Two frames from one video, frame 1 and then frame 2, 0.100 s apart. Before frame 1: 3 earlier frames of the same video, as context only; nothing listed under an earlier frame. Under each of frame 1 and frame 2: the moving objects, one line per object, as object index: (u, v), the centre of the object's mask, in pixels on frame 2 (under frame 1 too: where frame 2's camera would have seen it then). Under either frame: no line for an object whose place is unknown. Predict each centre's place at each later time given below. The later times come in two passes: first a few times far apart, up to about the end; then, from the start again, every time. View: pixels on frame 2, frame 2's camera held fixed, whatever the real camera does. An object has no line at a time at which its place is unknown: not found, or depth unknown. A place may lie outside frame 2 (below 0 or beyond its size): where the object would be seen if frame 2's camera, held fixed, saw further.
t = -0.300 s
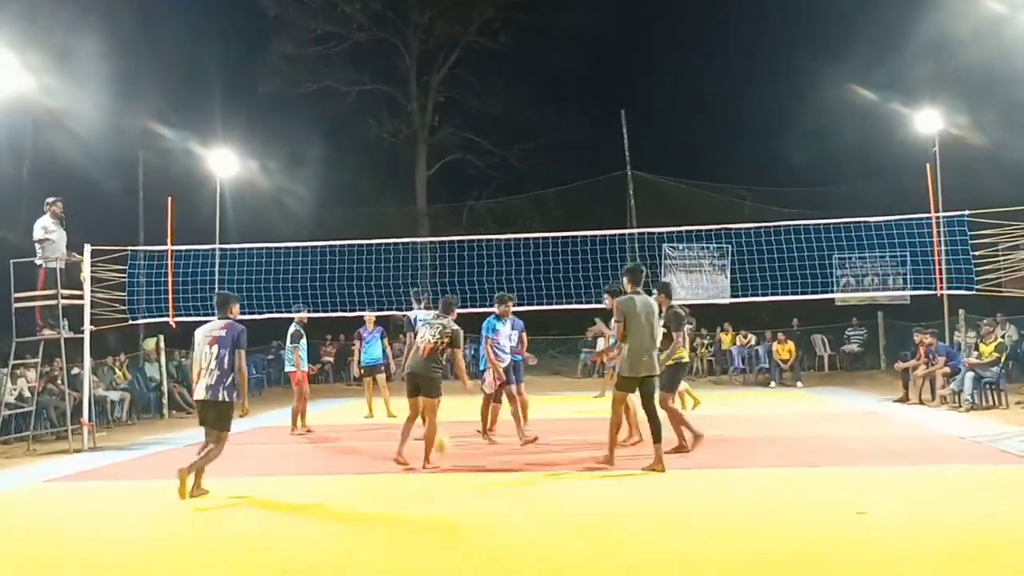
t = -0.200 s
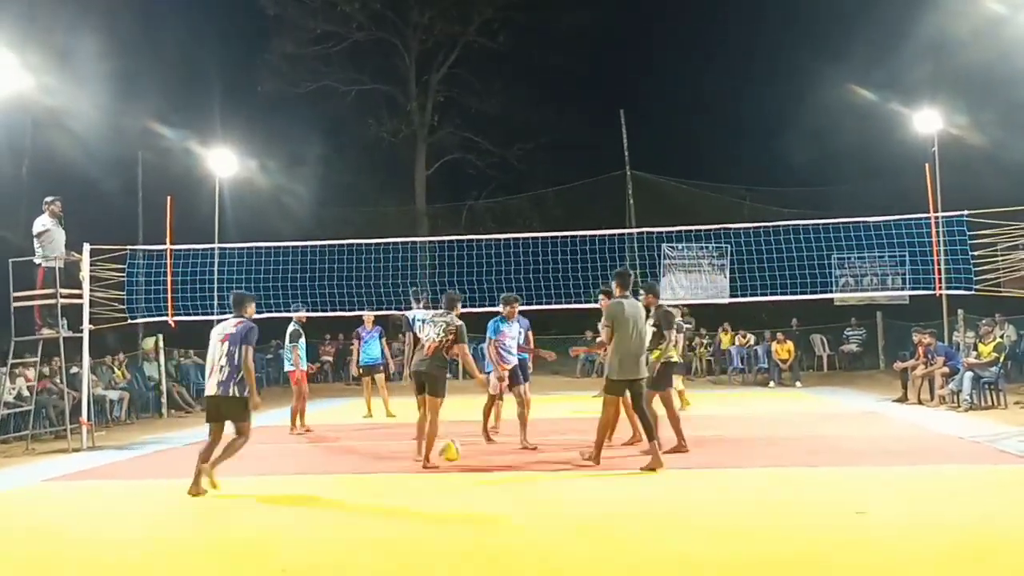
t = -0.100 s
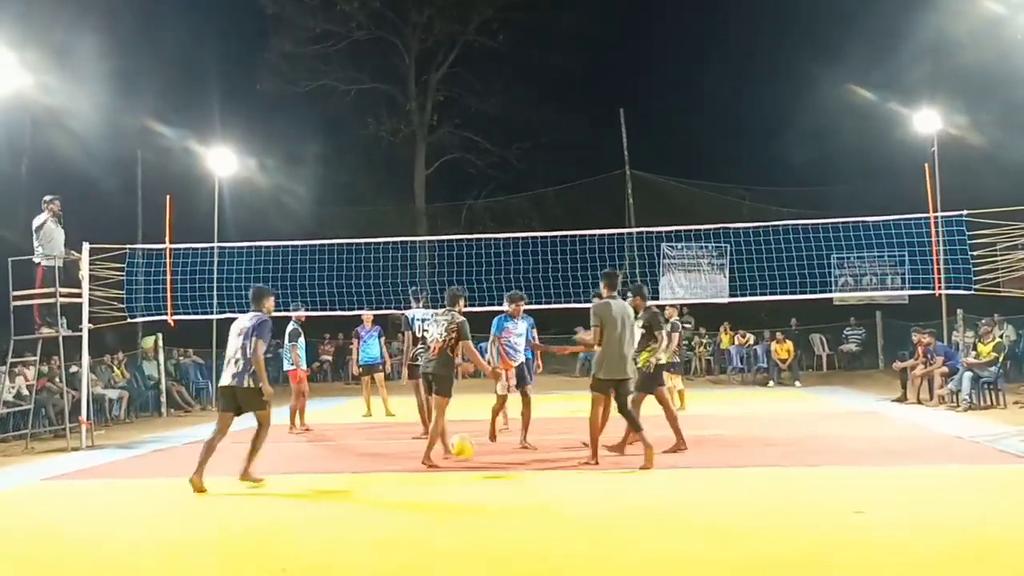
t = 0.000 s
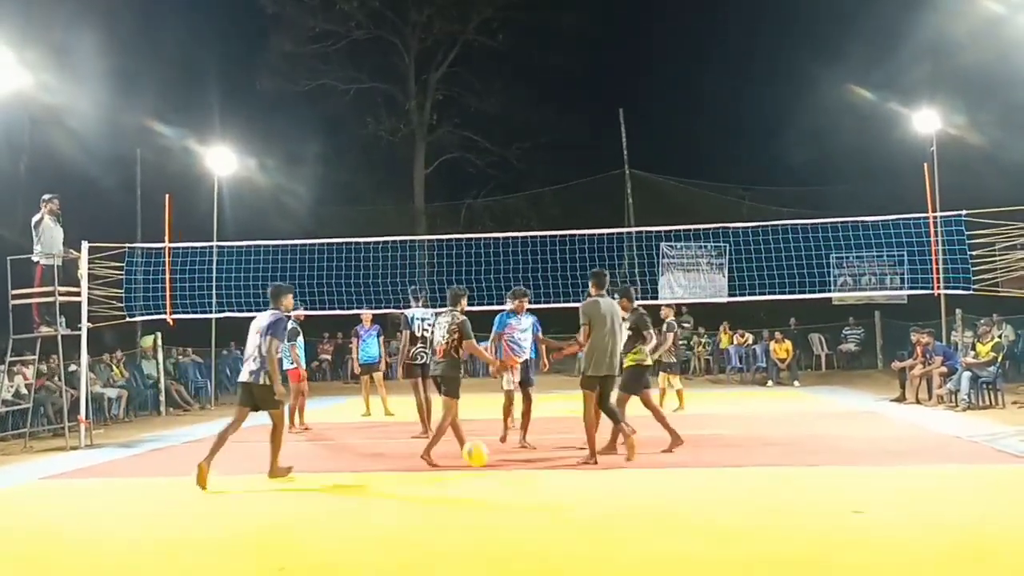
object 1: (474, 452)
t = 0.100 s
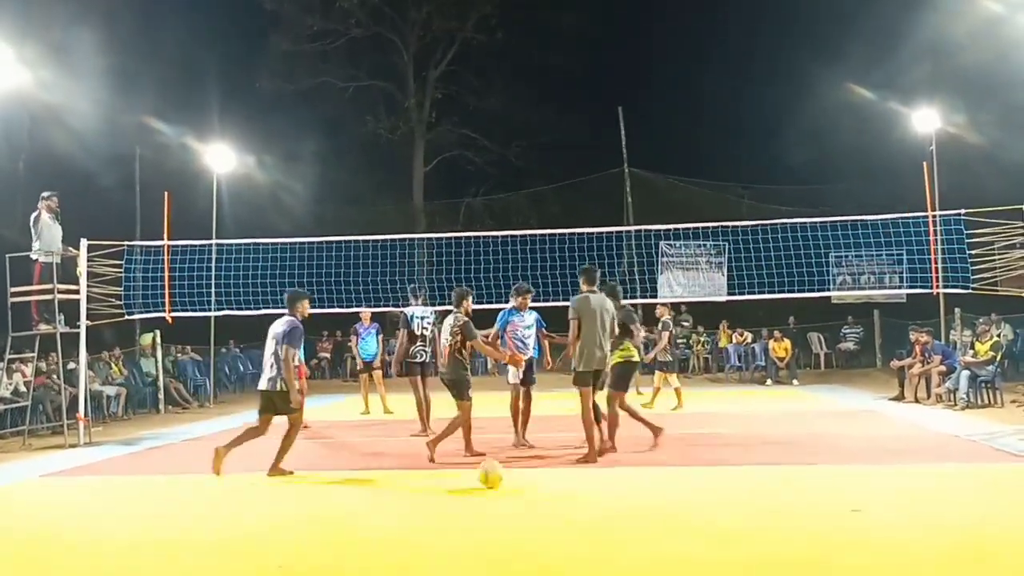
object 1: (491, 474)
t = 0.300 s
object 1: (524, 468)
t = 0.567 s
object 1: (582, 499)
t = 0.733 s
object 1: (630, 534)
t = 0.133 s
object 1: (497, 471)
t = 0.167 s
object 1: (502, 467)
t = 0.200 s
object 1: (507, 465)
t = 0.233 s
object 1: (513, 464)
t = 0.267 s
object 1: (519, 465)
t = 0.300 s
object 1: (524, 468)
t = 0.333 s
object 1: (530, 472)
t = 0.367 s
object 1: (538, 481)
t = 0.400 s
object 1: (544, 489)
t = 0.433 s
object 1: (551, 500)
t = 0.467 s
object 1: (559, 503)
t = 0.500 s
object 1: (566, 500)
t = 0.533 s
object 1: (574, 499)
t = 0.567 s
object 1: (582, 499)
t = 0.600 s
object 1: (591, 501)
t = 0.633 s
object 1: (600, 506)
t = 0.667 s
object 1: (609, 513)
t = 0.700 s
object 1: (620, 522)
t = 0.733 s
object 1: (630, 534)
